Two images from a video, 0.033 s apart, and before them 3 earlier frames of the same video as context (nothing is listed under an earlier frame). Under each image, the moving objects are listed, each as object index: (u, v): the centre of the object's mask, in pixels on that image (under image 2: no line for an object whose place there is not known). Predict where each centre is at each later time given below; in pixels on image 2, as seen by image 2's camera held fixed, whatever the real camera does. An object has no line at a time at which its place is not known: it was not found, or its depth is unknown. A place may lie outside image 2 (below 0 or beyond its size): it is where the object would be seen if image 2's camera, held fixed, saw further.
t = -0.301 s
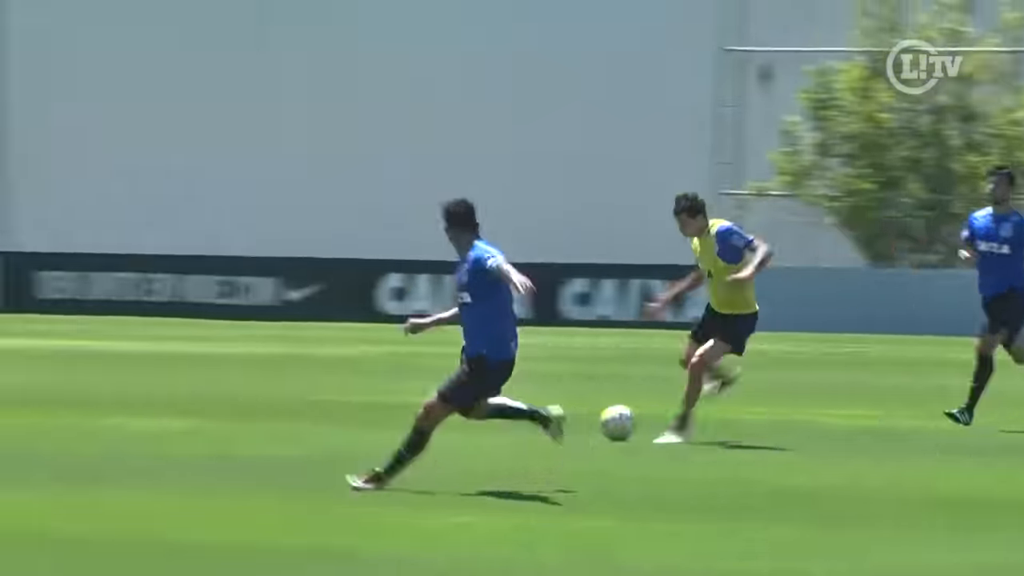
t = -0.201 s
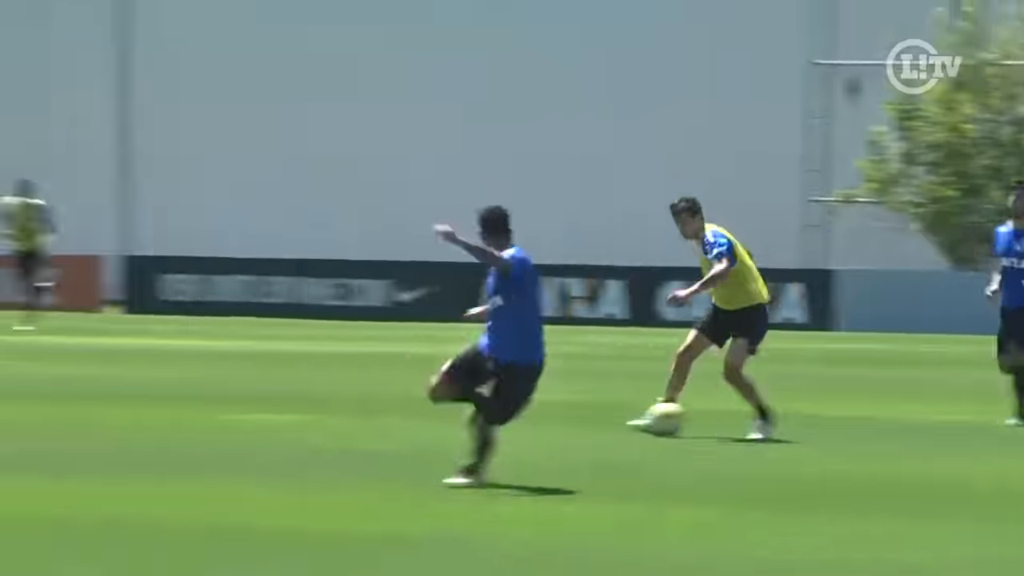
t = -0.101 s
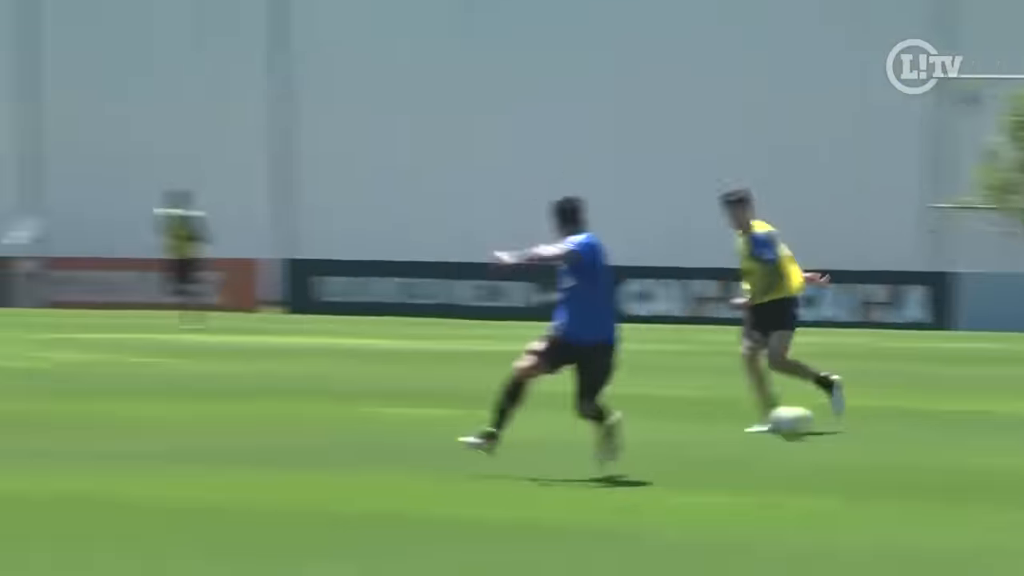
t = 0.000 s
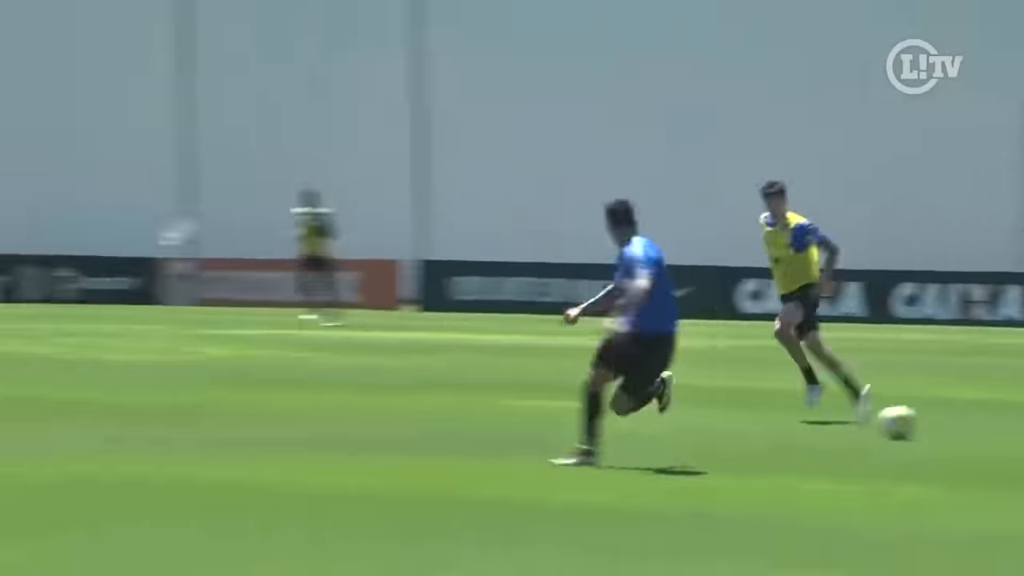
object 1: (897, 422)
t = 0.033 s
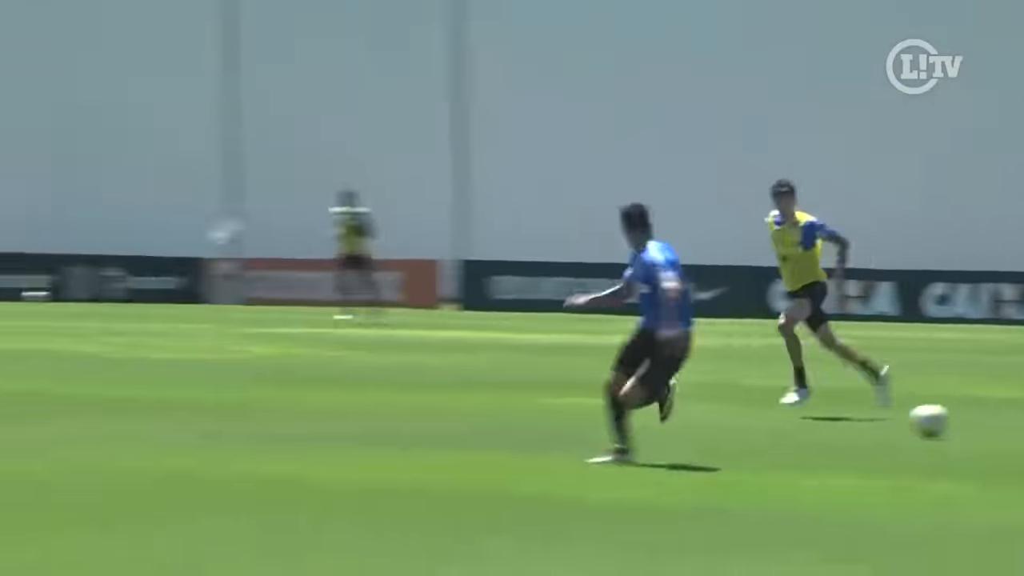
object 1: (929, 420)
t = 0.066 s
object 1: (931, 422)
